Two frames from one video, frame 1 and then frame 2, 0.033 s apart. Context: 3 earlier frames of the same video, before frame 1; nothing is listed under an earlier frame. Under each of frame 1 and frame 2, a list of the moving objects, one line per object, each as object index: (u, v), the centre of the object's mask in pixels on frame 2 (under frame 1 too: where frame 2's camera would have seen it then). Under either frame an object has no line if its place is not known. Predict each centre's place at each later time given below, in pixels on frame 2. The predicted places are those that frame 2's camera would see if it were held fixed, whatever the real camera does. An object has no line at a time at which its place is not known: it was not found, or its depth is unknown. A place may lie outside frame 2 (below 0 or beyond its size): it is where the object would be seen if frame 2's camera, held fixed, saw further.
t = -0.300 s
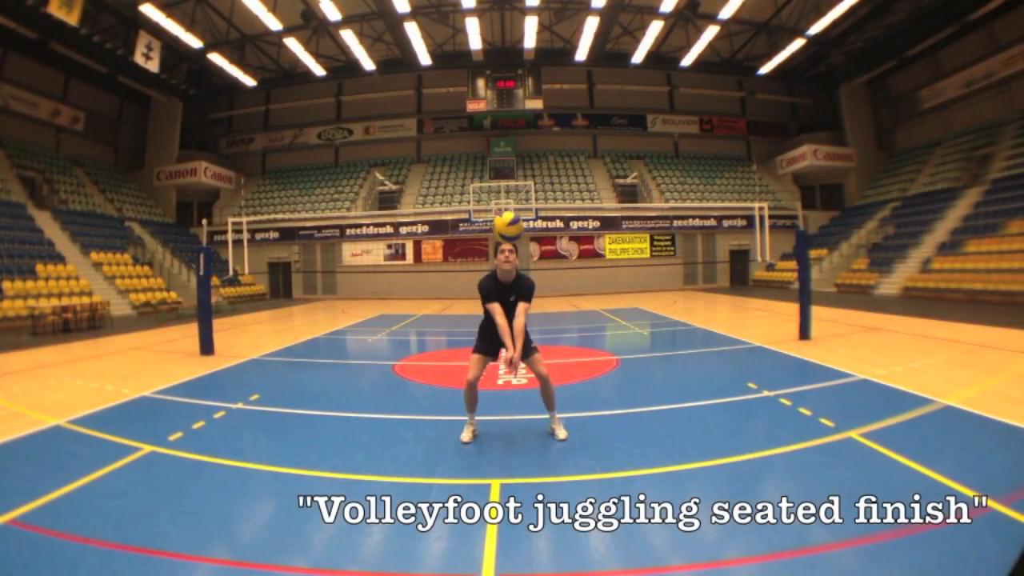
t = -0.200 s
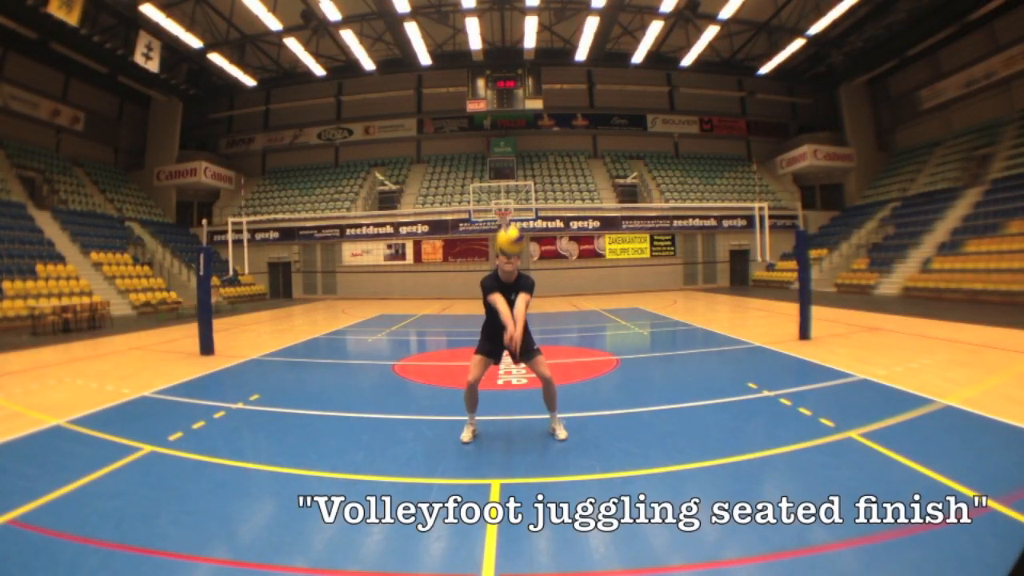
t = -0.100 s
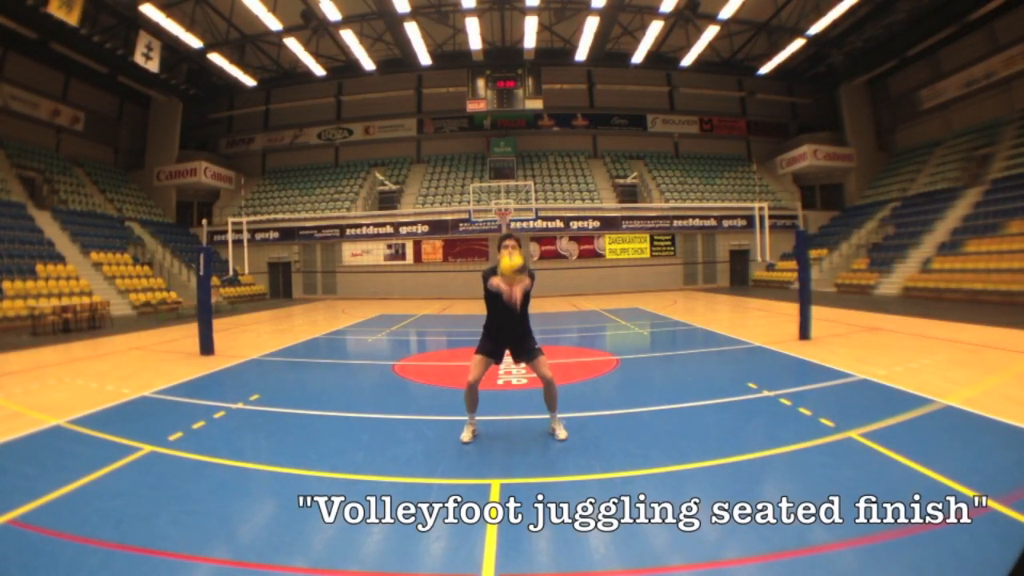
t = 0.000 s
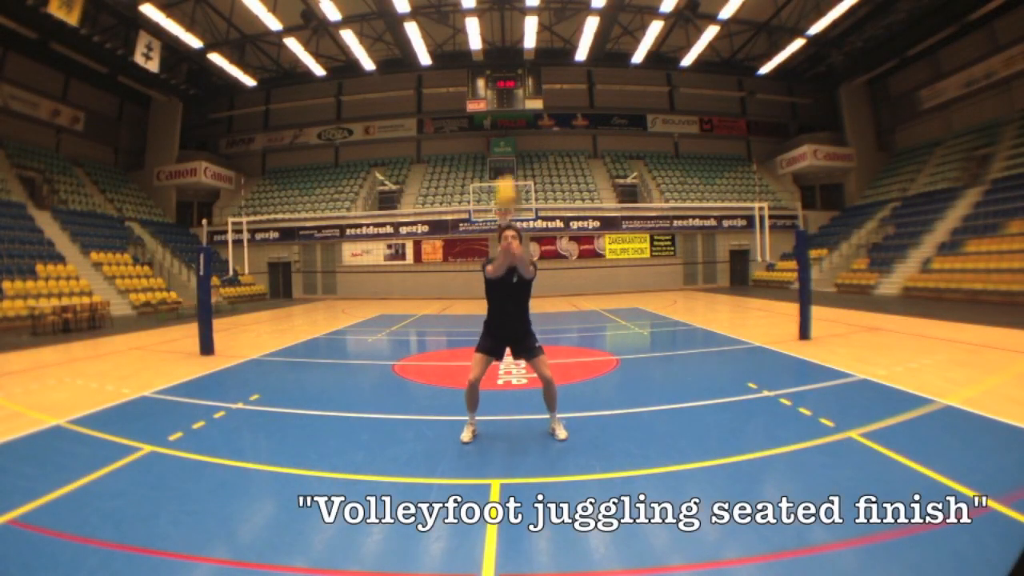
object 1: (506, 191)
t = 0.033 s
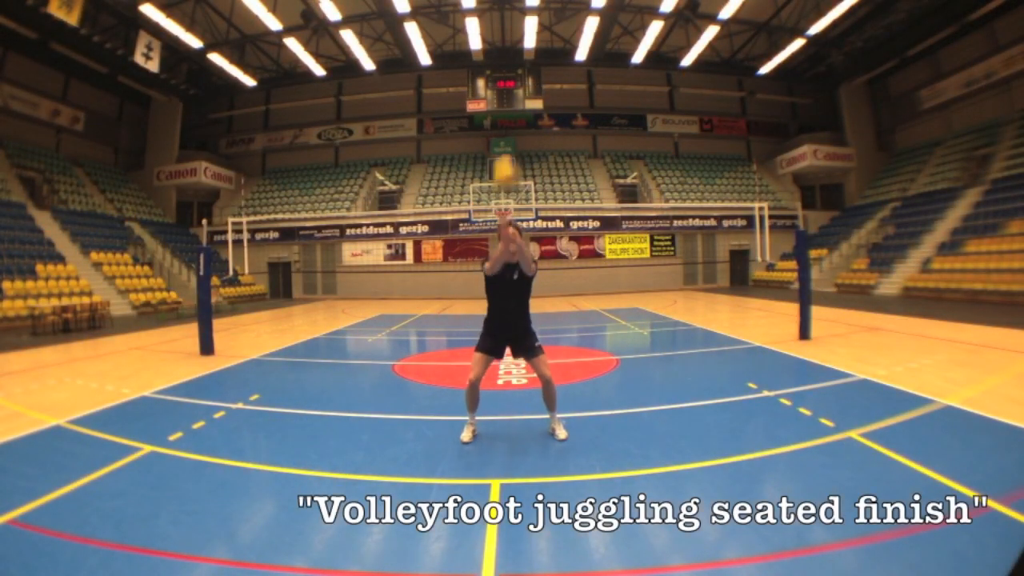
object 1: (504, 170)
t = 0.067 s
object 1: (504, 155)
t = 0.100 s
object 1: (503, 139)
